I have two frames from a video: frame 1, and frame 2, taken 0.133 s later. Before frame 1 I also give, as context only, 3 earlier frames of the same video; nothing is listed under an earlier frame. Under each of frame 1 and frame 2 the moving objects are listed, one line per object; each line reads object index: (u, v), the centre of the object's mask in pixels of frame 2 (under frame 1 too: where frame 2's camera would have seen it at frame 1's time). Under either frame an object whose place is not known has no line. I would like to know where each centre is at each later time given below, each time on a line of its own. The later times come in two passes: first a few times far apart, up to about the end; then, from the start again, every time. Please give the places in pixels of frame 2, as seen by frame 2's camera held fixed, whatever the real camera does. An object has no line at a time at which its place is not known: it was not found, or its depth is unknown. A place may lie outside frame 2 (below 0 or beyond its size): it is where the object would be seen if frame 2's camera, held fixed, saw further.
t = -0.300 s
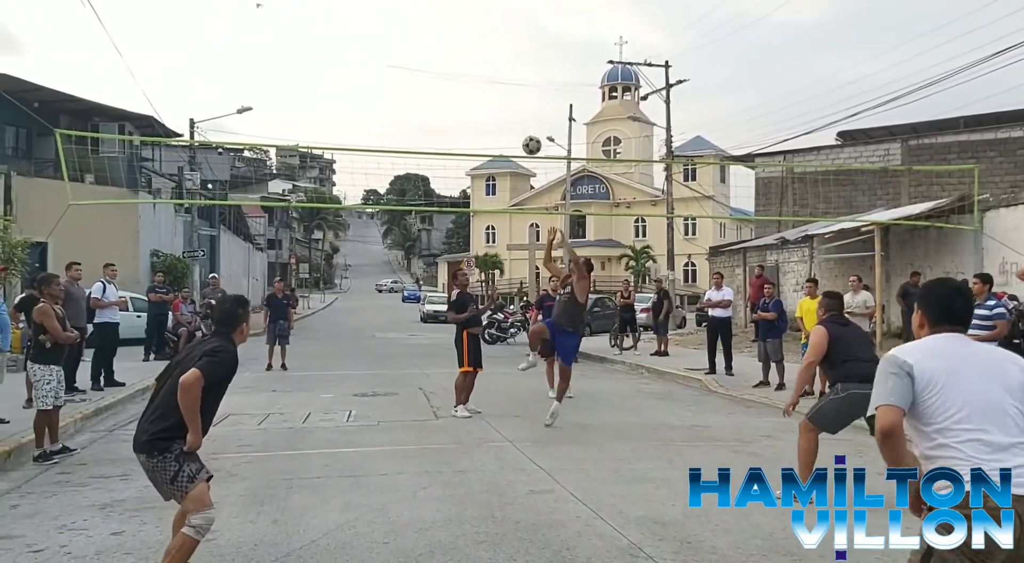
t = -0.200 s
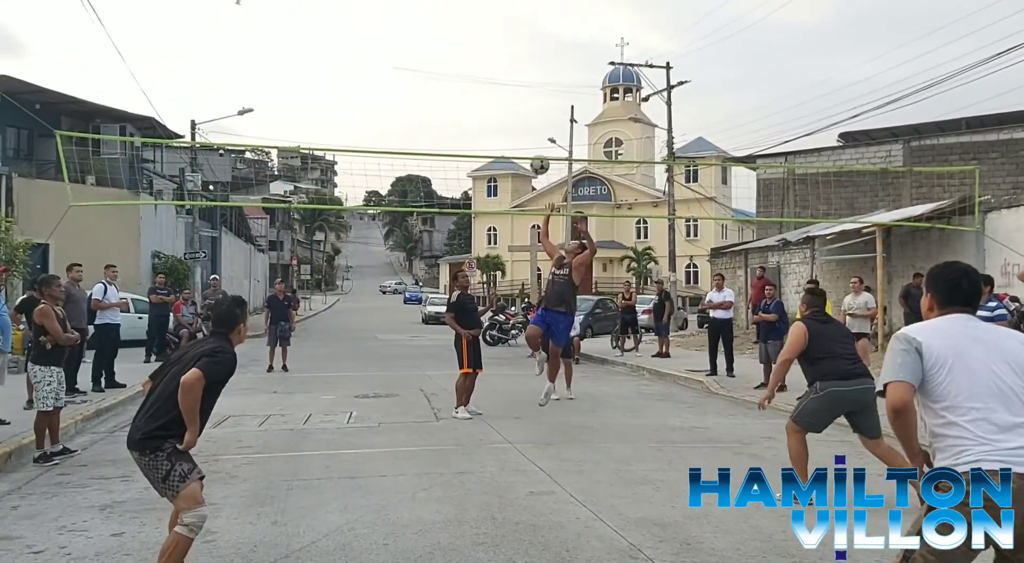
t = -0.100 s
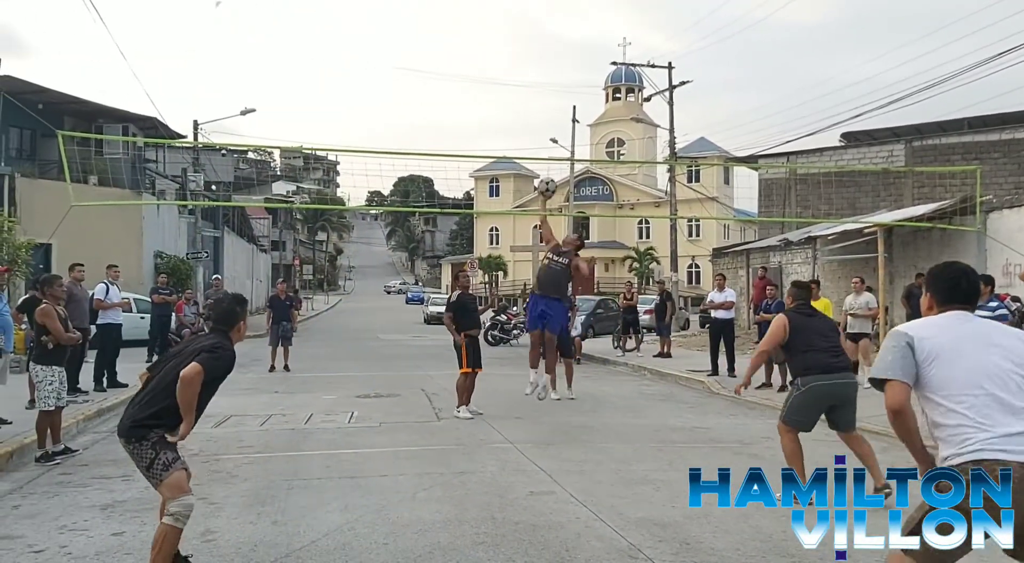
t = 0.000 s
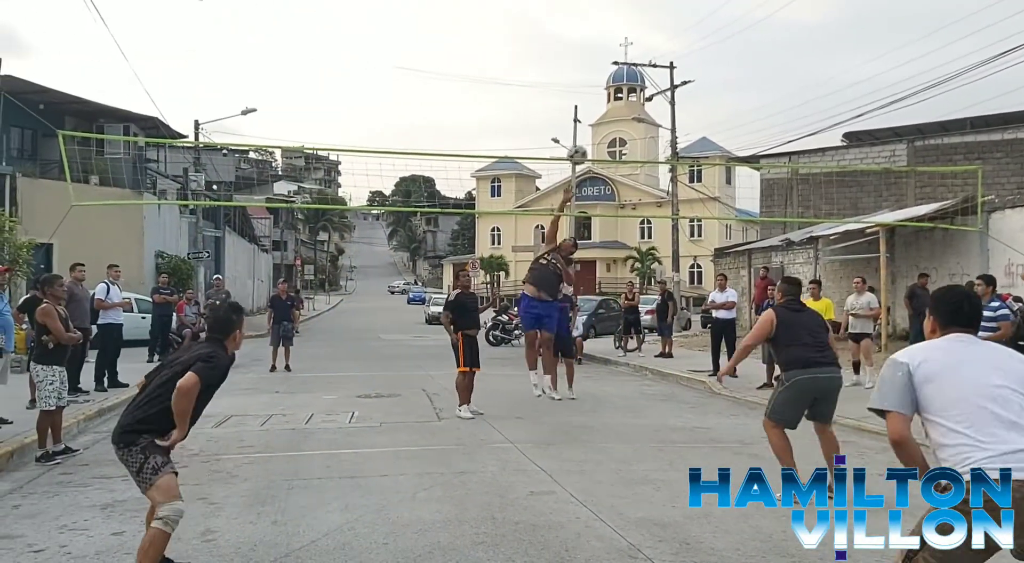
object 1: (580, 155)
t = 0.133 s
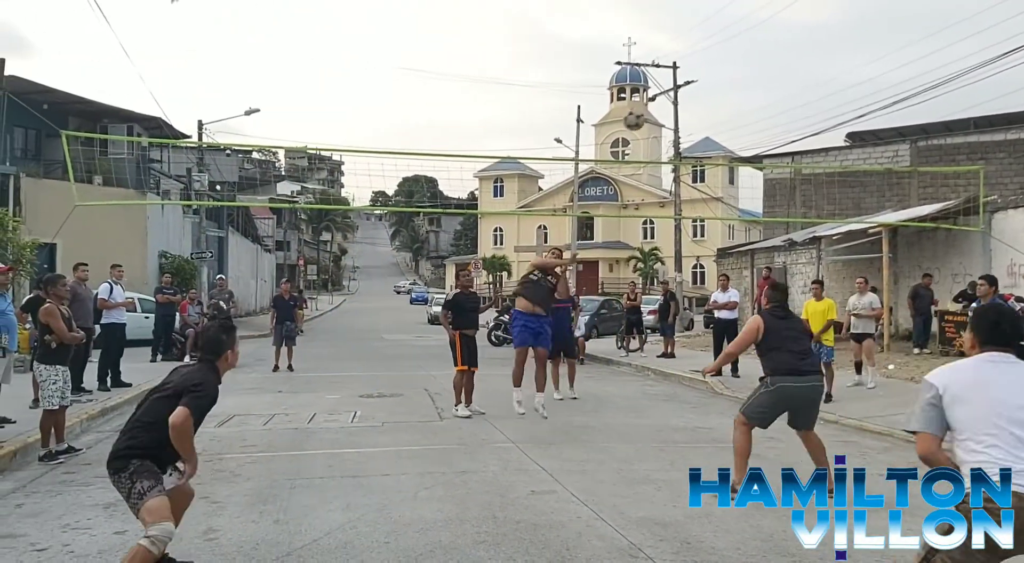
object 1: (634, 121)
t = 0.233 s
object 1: (679, 101)
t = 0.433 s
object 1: (785, 94)
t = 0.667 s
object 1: (946, 150)
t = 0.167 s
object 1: (649, 113)
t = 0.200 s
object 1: (663, 106)
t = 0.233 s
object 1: (679, 101)
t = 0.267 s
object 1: (695, 98)
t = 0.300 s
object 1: (712, 95)
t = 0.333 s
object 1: (729, 93)
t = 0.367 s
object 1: (747, 92)
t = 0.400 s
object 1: (766, 93)
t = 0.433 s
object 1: (785, 94)
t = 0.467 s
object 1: (804, 98)
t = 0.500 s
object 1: (826, 102)
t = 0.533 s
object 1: (848, 109)
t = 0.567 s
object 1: (871, 116)
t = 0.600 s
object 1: (895, 125)
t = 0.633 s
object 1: (920, 136)
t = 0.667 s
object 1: (946, 150)
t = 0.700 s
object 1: (973, 165)
